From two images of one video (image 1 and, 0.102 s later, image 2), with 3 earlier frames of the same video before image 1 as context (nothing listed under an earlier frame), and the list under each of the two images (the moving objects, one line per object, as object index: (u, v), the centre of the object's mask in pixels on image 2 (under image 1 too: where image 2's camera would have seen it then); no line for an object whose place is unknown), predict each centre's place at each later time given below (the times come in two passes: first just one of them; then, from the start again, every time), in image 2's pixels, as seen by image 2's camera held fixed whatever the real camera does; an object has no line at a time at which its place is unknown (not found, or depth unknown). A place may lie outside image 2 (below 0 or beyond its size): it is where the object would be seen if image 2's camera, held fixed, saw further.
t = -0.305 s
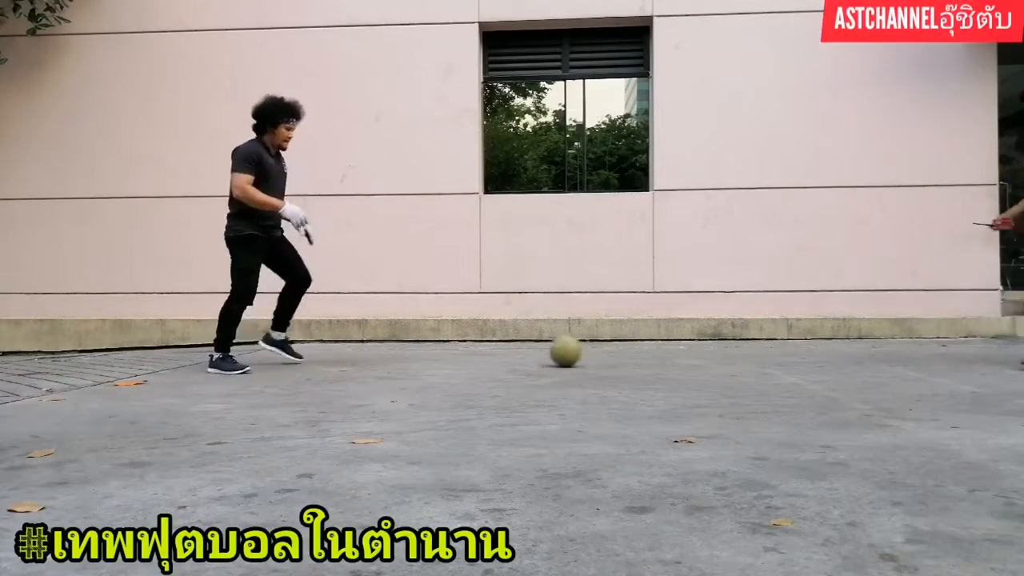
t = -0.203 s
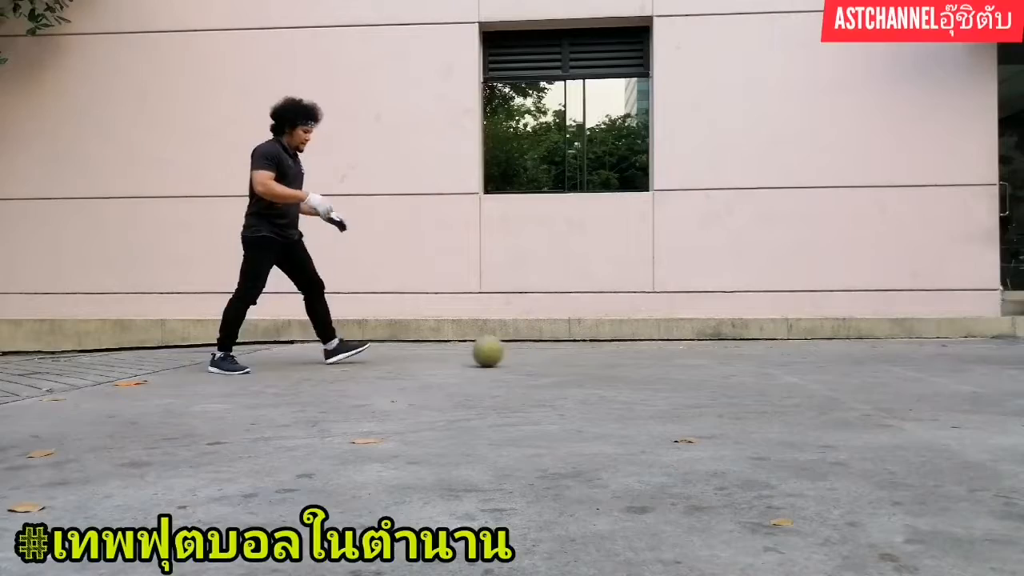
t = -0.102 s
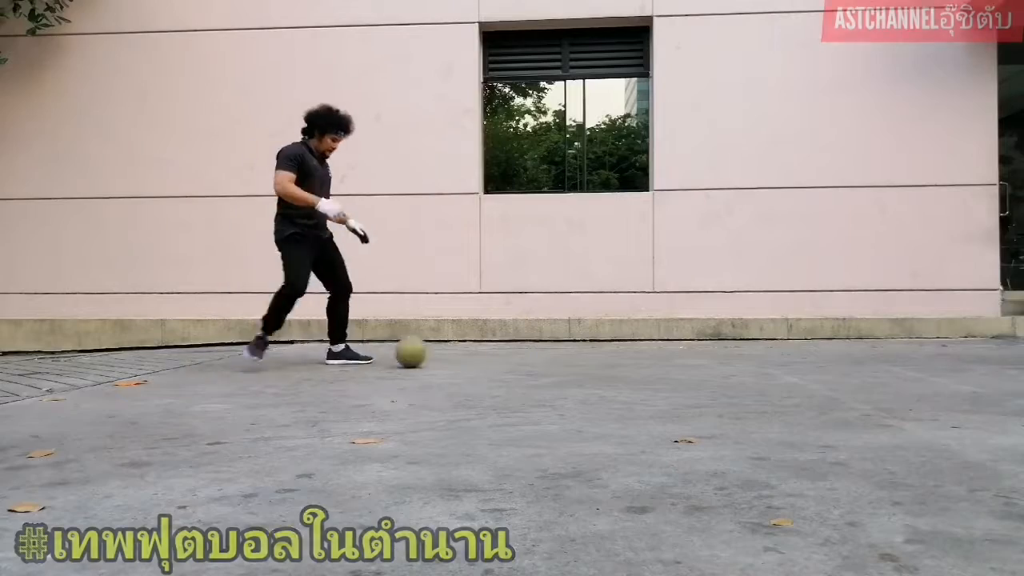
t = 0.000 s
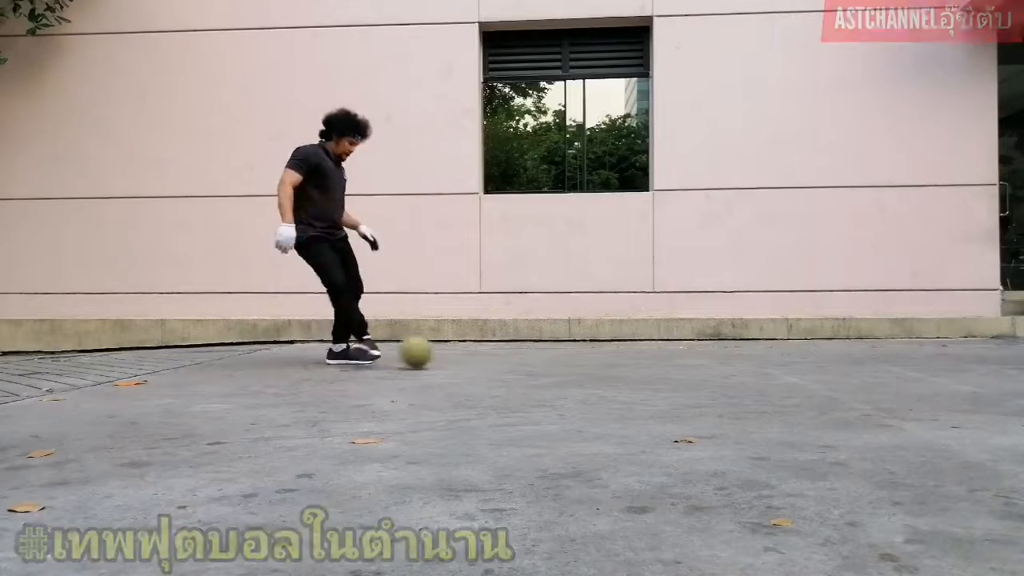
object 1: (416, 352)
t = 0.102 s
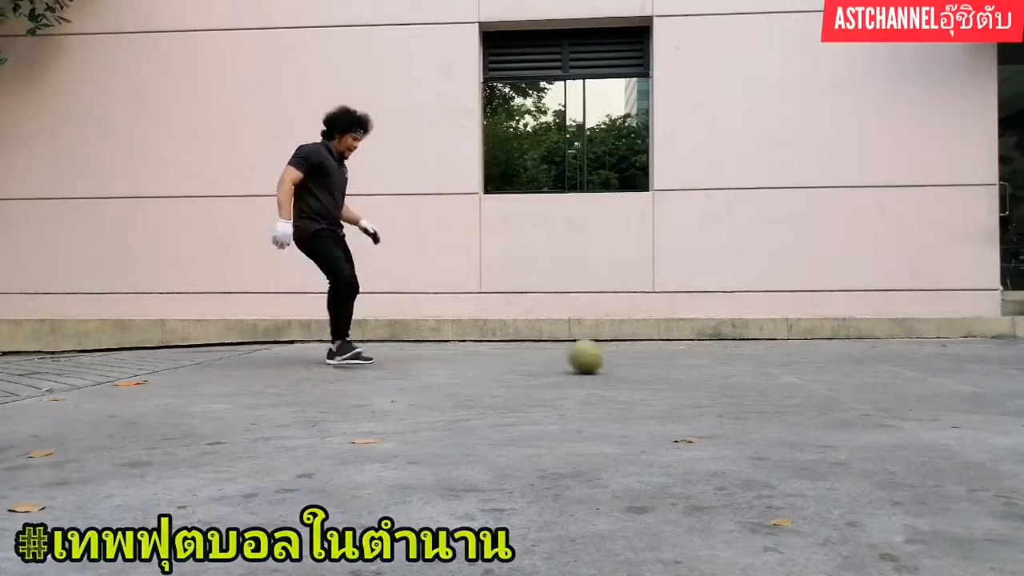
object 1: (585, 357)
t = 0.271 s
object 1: (815, 363)
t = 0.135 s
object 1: (634, 359)
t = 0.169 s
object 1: (681, 360)
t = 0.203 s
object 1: (725, 361)
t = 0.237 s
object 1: (769, 361)
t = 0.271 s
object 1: (815, 363)
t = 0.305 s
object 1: (861, 363)
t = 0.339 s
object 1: (907, 364)
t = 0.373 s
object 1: (955, 364)
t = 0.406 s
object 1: (1004, 364)
